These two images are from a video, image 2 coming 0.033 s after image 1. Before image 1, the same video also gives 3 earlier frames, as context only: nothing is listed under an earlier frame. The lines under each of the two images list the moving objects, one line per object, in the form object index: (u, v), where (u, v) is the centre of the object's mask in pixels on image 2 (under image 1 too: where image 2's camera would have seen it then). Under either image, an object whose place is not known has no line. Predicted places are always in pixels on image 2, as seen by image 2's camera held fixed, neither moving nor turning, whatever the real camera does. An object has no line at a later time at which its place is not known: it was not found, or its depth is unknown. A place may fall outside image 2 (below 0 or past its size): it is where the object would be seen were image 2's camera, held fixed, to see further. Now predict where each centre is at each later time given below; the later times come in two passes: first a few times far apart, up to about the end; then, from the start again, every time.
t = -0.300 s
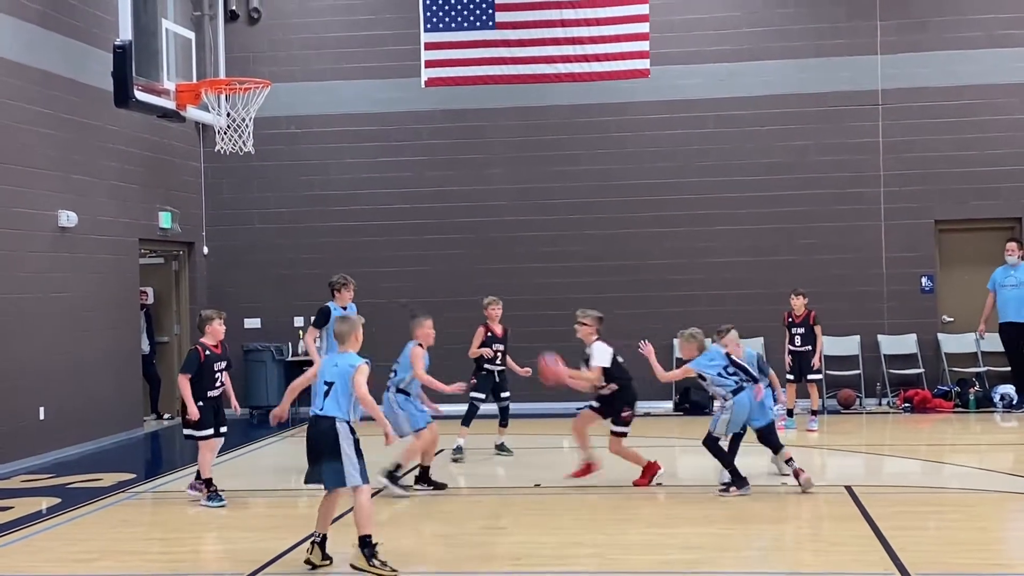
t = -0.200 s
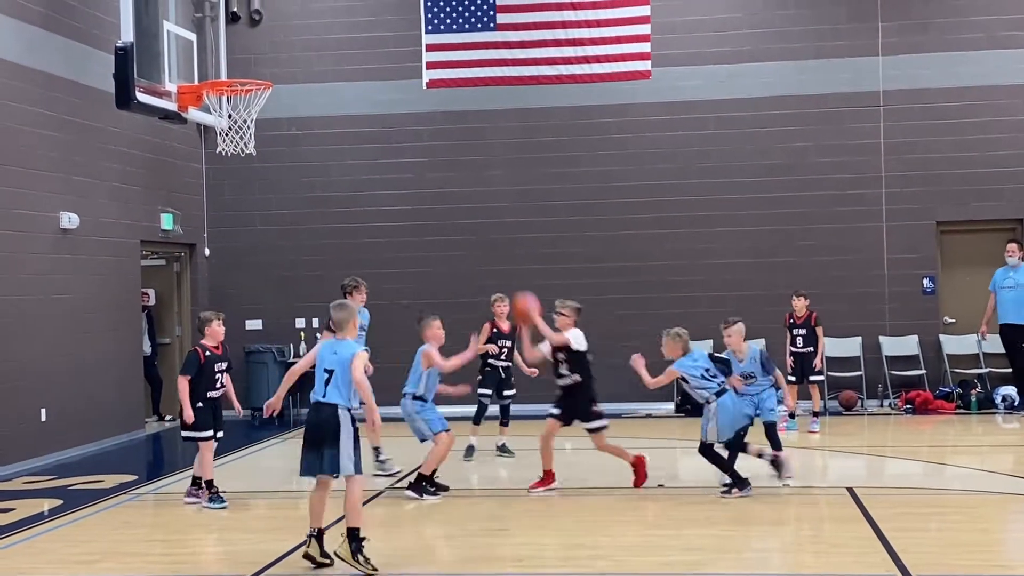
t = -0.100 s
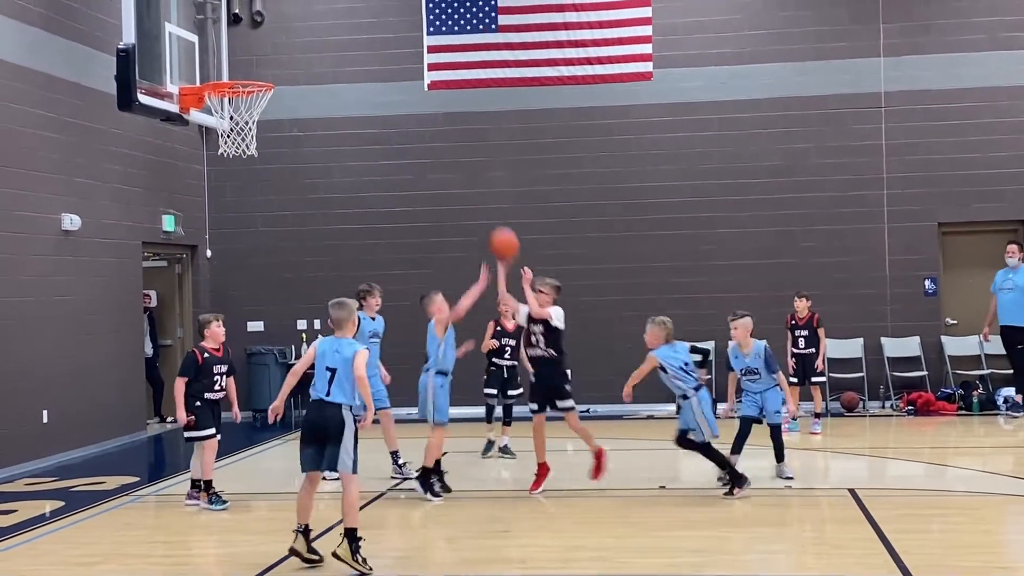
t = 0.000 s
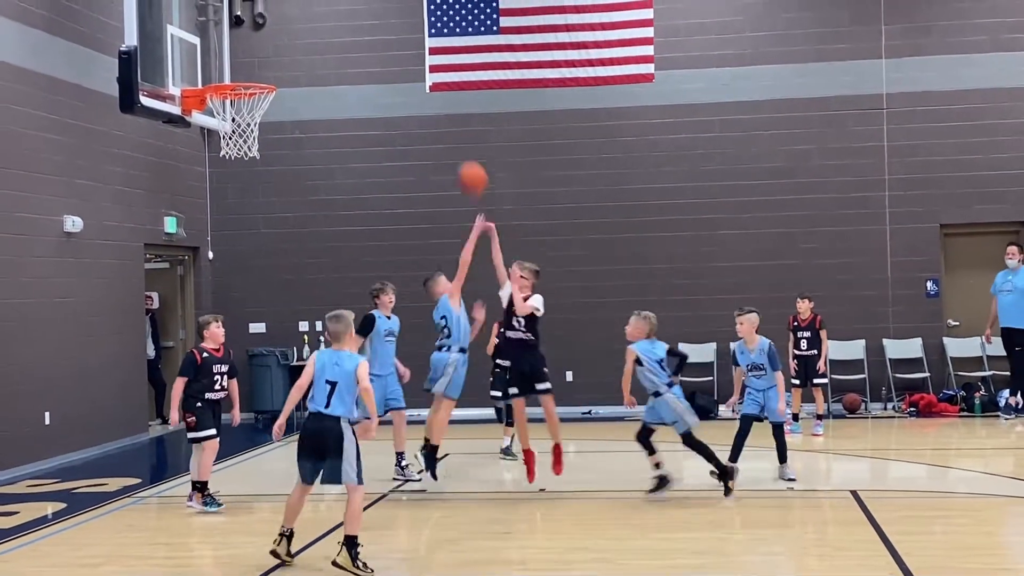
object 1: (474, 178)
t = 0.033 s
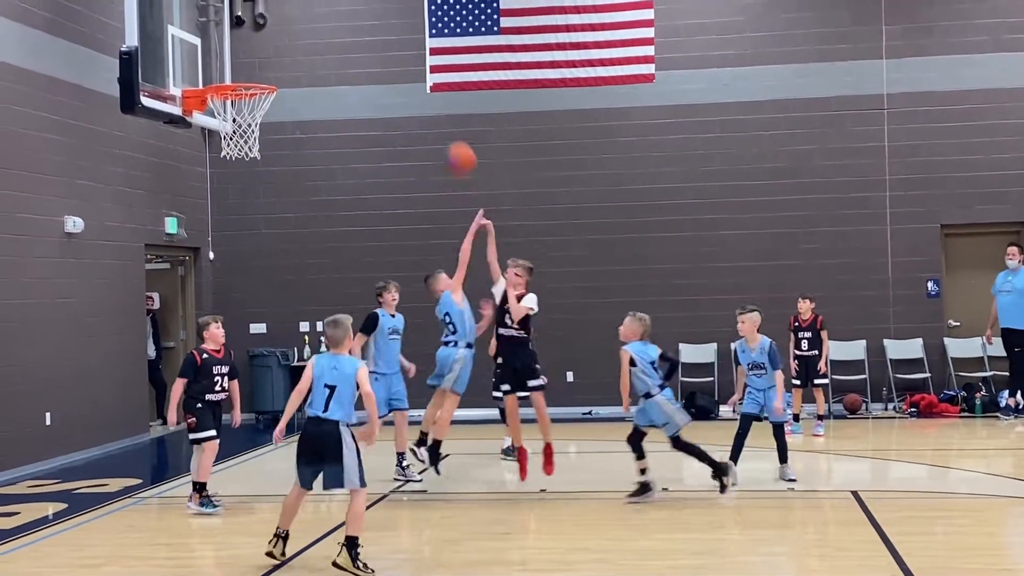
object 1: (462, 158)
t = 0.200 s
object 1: (401, 79)
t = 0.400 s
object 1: (328, 28)
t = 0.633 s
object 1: (243, 34)
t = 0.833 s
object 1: (236, 76)
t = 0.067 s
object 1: (449, 139)
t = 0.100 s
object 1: (438, 123)
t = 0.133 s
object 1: (425, 108)
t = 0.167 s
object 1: (411, 92)
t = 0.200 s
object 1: (401, 79)
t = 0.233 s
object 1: (388, 67)
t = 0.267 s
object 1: (376, 55)
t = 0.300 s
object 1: (363, 47)
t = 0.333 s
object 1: (352, 39)
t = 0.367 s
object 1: (340, 33)
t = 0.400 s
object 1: (328, 28)
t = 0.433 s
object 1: (315, 24)
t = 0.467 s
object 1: (303, 22)
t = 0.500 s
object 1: (291, 22)
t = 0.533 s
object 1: (279, 23)
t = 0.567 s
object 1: (267, 25)
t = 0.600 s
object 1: (254, 29)
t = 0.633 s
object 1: (243, 34)
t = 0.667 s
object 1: (232, 42)
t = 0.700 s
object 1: (218, 51)
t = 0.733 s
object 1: (216, 58)
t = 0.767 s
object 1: (221, 66)
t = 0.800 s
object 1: (229, 72)
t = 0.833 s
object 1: (236, 76)
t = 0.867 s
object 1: (243, 78)
